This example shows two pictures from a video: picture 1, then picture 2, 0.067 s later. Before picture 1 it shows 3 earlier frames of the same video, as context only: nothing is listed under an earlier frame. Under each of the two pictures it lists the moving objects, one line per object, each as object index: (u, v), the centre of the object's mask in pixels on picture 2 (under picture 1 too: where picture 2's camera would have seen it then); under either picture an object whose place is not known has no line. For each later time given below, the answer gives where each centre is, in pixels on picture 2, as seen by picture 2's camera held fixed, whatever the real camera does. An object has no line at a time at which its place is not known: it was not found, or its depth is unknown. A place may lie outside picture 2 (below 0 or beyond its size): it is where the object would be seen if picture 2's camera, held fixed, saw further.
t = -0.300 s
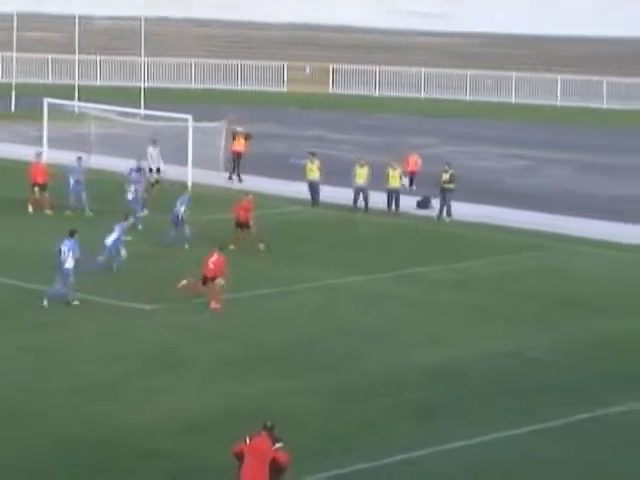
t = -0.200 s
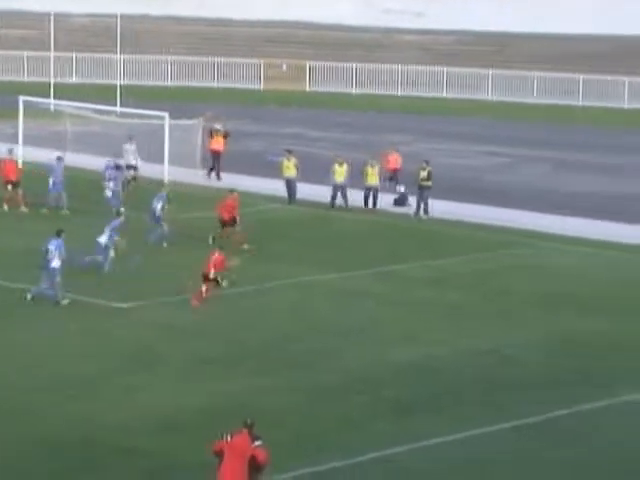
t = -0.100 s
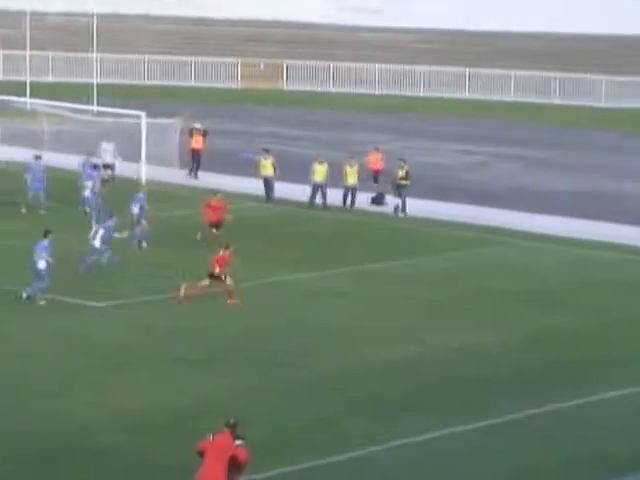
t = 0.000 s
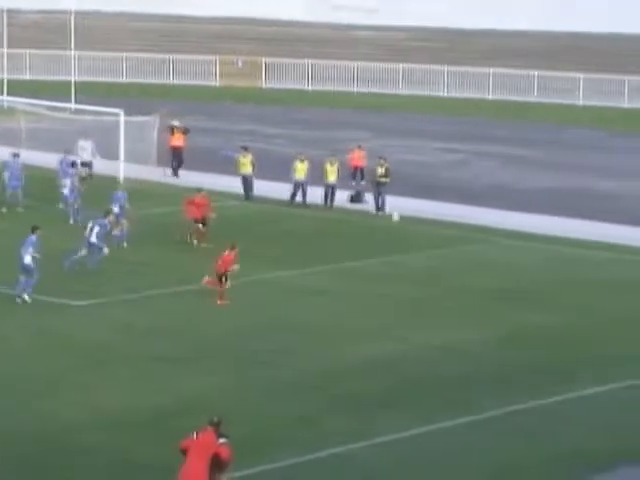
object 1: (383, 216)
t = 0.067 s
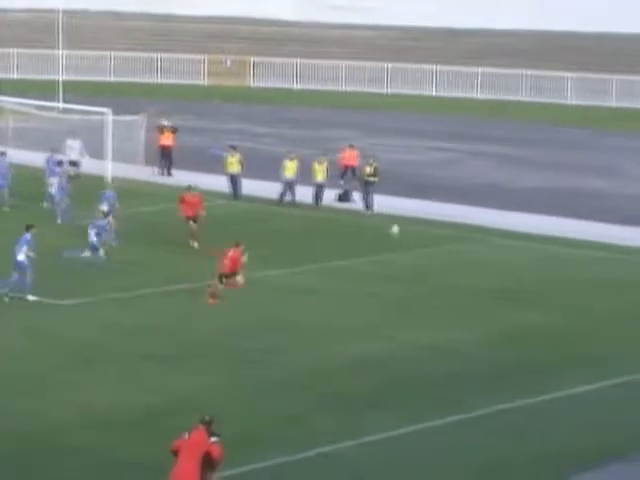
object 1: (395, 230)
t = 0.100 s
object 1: (402, 238)
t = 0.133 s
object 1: (408, 246)
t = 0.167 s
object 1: (413, 254)
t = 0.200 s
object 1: (419, 262)
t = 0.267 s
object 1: (429, 278)
